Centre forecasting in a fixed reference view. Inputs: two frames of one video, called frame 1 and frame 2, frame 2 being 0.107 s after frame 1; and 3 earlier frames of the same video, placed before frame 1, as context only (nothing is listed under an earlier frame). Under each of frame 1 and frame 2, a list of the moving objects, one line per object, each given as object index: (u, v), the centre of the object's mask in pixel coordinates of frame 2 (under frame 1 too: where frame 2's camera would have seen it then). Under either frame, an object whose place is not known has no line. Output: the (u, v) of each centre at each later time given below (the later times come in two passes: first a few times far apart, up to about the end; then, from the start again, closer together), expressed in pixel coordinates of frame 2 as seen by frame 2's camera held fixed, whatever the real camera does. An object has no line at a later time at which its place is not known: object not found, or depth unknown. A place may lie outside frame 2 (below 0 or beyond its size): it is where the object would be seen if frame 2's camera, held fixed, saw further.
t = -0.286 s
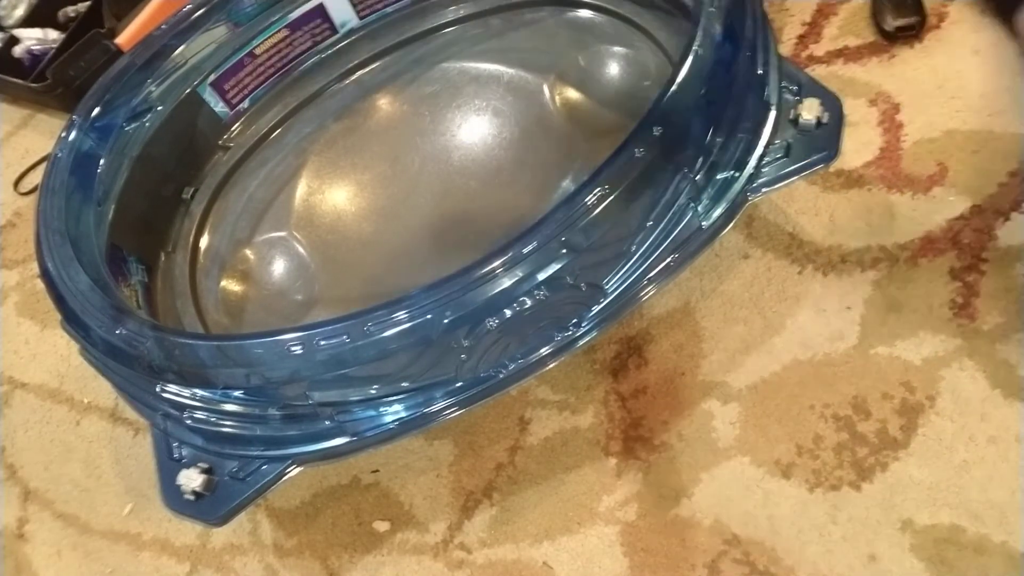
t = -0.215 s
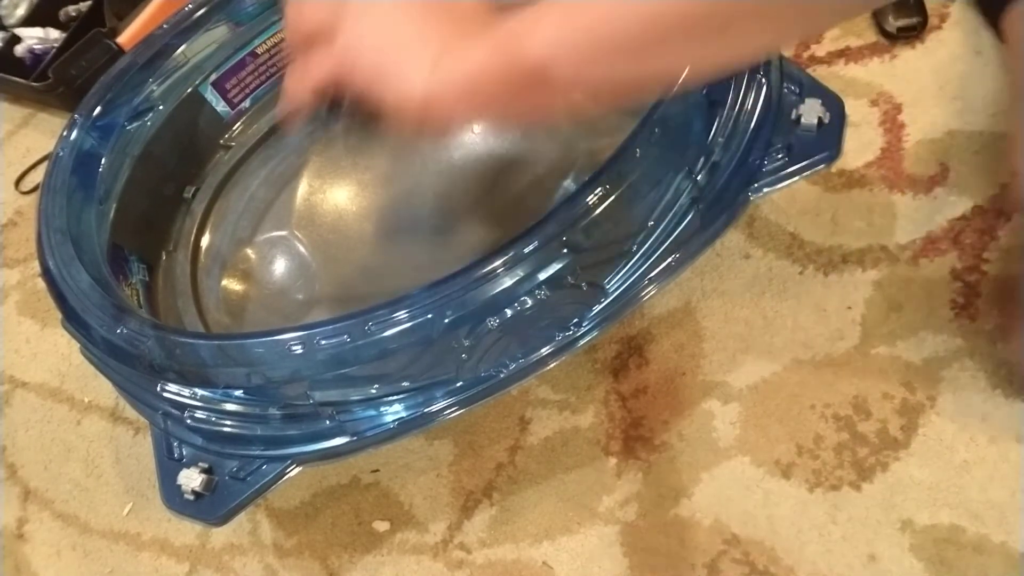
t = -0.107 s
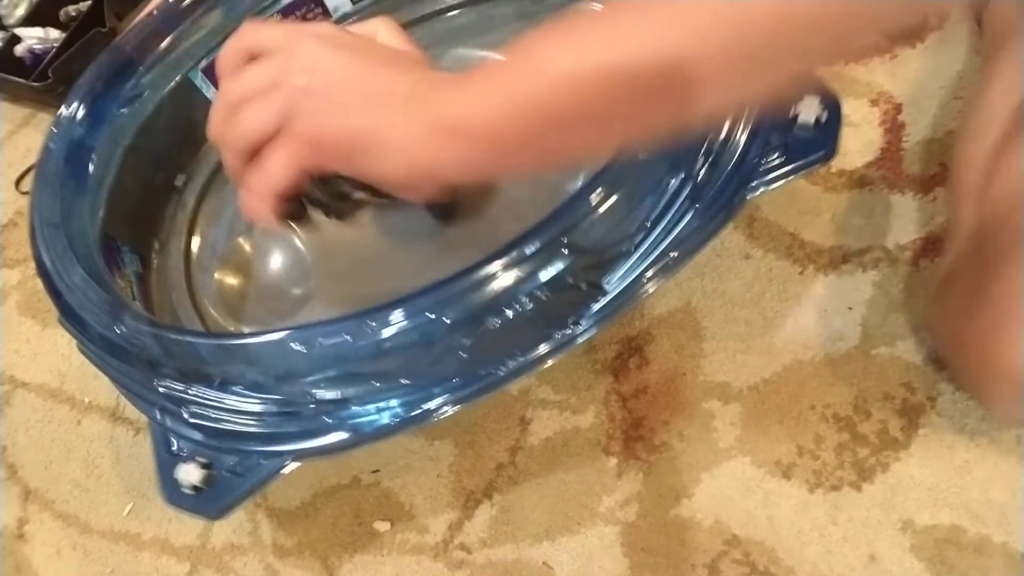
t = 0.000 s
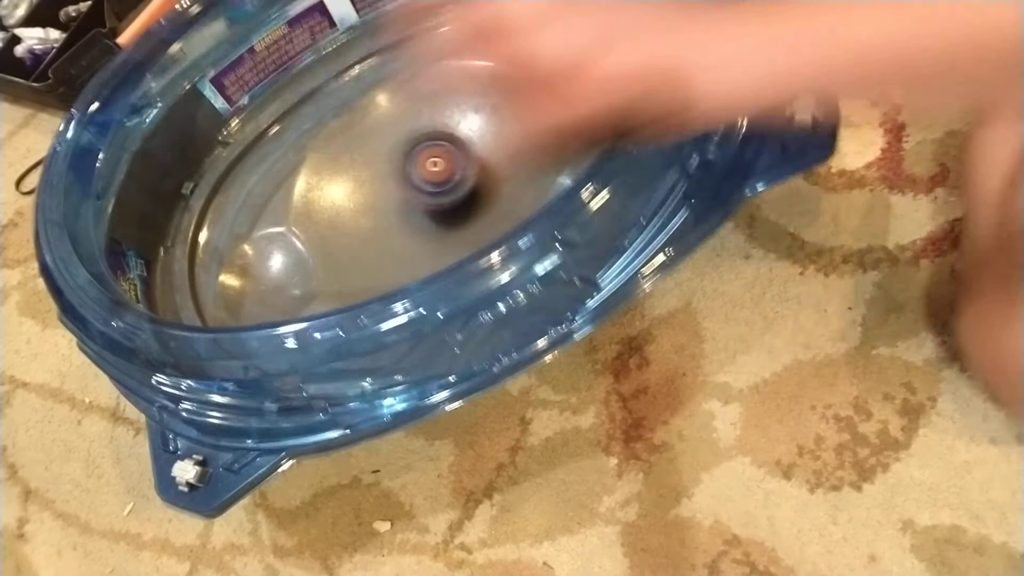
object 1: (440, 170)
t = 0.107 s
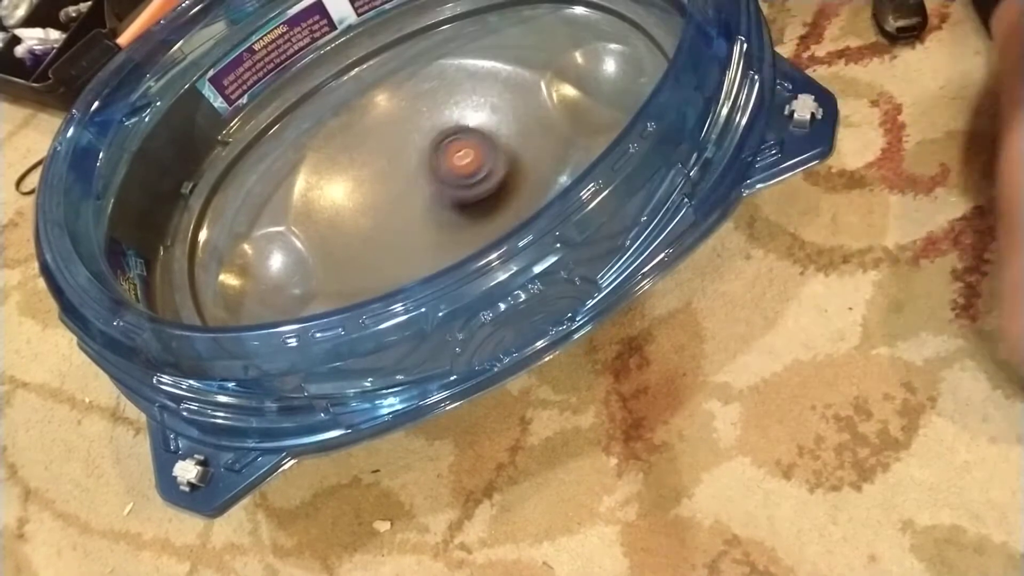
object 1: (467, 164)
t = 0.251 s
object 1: (494, 122)
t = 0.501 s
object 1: (415, 62)
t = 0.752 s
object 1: (367, 250)
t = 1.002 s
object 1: (587, 159)
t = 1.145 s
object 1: (655, 33)
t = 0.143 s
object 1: (475, 157)
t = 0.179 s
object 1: (484, 147)
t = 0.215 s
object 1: (491, 135)
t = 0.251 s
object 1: (494, 122)
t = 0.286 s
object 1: (495, 108)
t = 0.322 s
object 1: (492, 97)
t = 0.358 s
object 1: (485, 83)
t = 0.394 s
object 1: (475, 73)
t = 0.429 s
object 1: (458, 65)
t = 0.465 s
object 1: (436, 61)
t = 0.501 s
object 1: (415, 62)
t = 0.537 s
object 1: (393, 69)
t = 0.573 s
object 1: (371, 82)
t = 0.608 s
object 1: (353, 105)
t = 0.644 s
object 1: (340, 136)
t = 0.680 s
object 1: (338, 173)
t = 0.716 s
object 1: (346, 214)
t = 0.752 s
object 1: (367, 250)
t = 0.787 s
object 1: (389, 264)
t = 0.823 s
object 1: (419, 268)
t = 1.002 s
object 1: (587, 159)
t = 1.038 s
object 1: (604, 137)
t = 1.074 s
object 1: (625, 103)
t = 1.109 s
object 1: (648, 62)
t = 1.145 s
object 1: (655, 33)
